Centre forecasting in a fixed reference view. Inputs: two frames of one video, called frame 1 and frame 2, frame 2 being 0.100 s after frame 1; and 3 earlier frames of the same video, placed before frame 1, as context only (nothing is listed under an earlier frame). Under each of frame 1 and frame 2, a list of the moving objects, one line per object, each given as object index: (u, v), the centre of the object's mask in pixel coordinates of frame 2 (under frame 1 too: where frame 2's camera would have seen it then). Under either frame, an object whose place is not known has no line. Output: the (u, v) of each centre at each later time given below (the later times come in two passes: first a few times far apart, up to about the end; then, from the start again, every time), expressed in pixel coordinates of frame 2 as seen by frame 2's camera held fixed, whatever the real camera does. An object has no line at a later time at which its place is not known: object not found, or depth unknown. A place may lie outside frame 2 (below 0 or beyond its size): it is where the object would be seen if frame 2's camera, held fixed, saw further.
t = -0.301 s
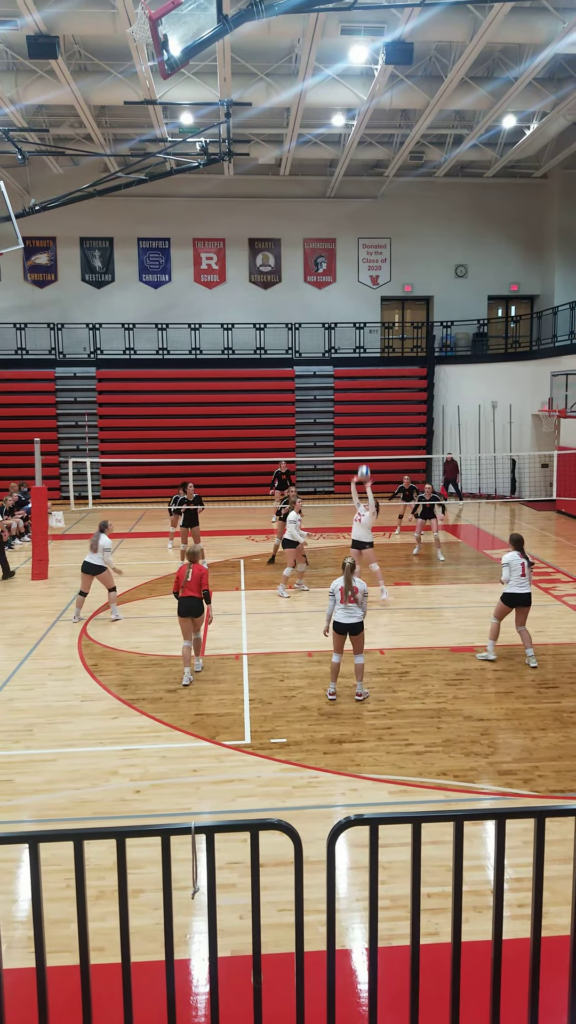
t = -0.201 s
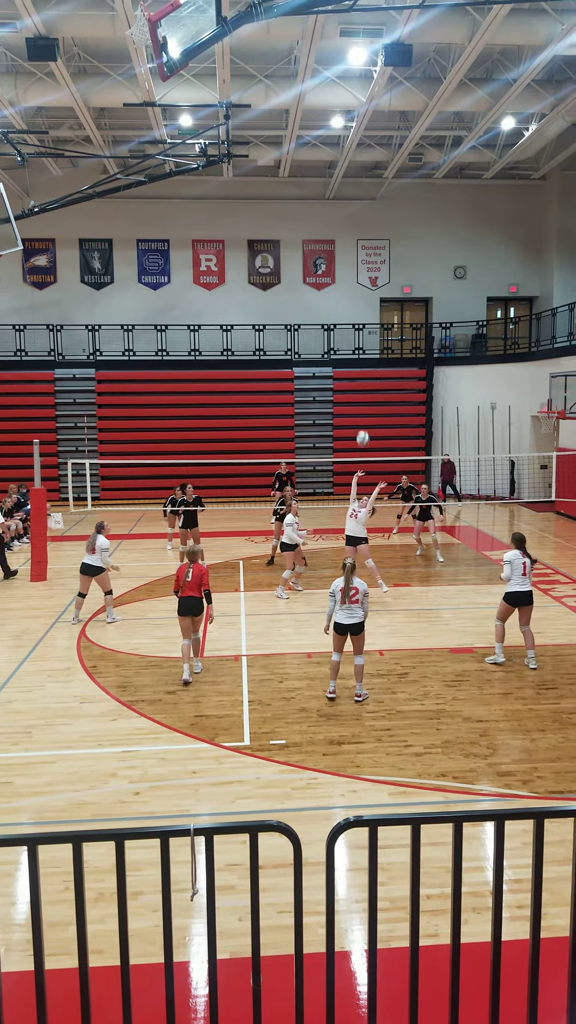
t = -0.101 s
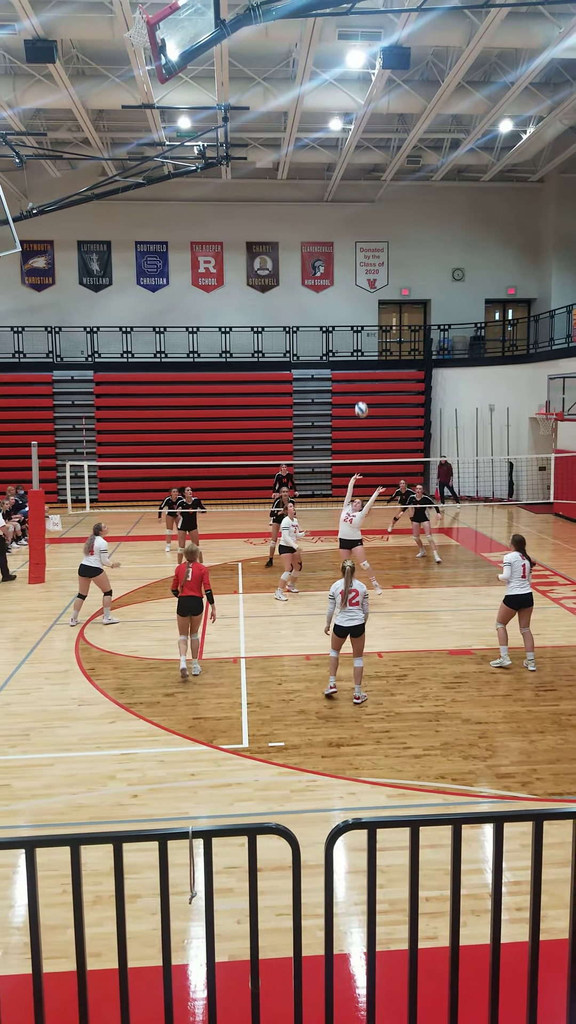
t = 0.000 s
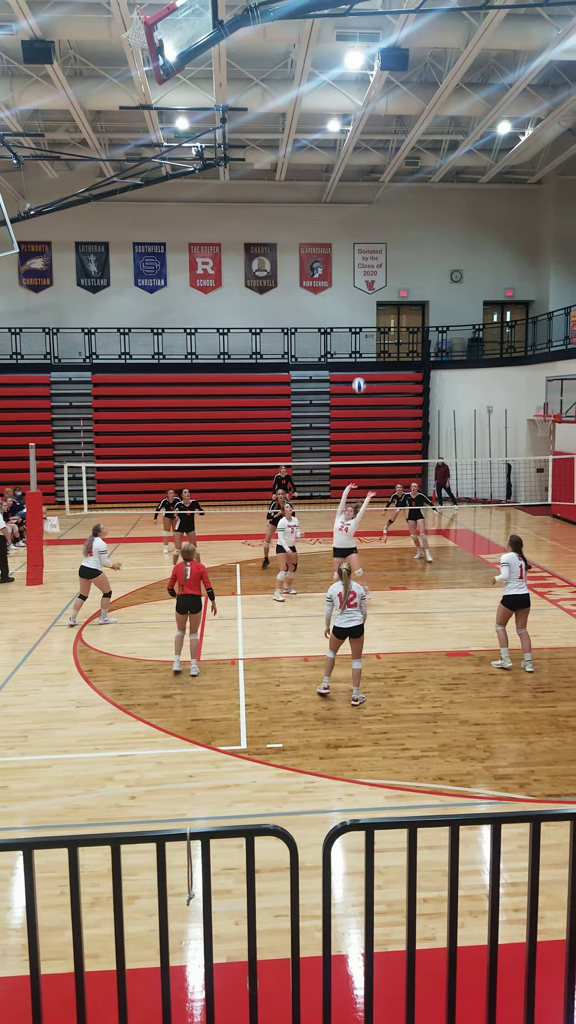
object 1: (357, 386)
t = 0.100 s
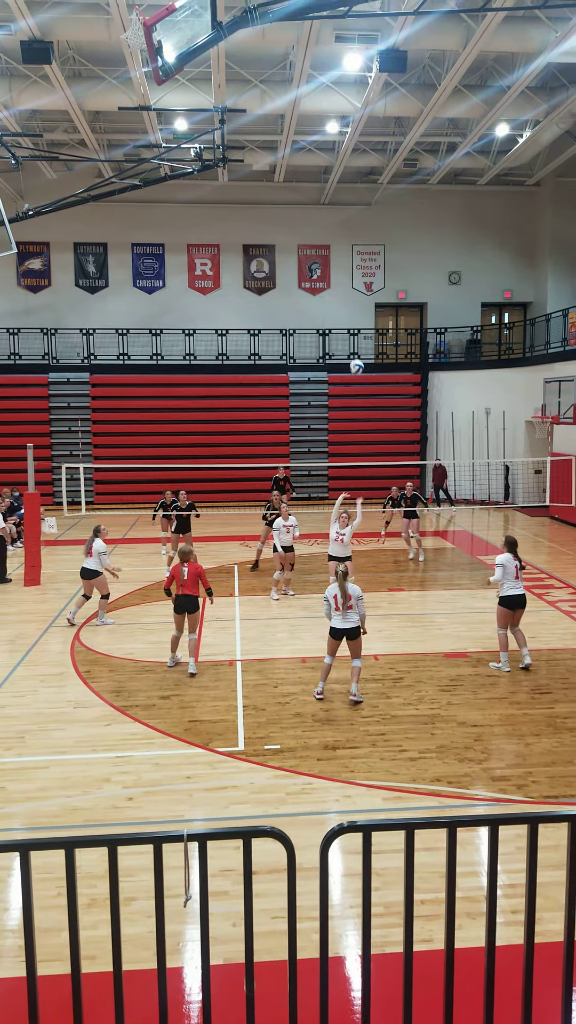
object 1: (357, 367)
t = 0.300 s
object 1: (355, 346)
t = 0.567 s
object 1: (354, 363)
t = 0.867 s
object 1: (352, 450)
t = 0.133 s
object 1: (356, 362)
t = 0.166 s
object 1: (356, 357)
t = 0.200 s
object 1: (356, 353)
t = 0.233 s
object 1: (356, 351)
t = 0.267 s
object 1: (355, 348)
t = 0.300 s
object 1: (355, 346)
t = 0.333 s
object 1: (355, 345)
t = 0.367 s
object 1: (355, 345)
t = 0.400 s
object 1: (355, 345)
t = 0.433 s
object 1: (355, 347)
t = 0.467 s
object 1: (354, 350)
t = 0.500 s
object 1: (354, 353)
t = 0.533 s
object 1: (354, 358)
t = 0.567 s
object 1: (354, 363)
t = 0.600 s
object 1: (354, 368)
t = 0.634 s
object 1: (353, 375)
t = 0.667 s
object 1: (353, 383)
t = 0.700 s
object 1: (353, 391)
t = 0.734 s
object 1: (352, 401)
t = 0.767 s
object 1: (353, 412)
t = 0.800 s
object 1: (352, 424)
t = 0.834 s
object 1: (352, 436)
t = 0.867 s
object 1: (352, 450)
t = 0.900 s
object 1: (352, 465)
